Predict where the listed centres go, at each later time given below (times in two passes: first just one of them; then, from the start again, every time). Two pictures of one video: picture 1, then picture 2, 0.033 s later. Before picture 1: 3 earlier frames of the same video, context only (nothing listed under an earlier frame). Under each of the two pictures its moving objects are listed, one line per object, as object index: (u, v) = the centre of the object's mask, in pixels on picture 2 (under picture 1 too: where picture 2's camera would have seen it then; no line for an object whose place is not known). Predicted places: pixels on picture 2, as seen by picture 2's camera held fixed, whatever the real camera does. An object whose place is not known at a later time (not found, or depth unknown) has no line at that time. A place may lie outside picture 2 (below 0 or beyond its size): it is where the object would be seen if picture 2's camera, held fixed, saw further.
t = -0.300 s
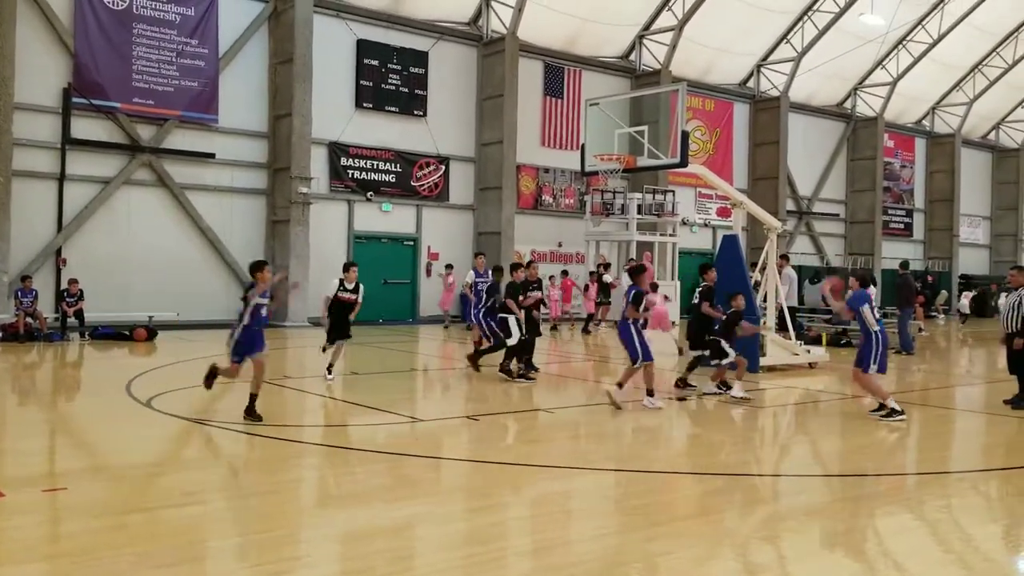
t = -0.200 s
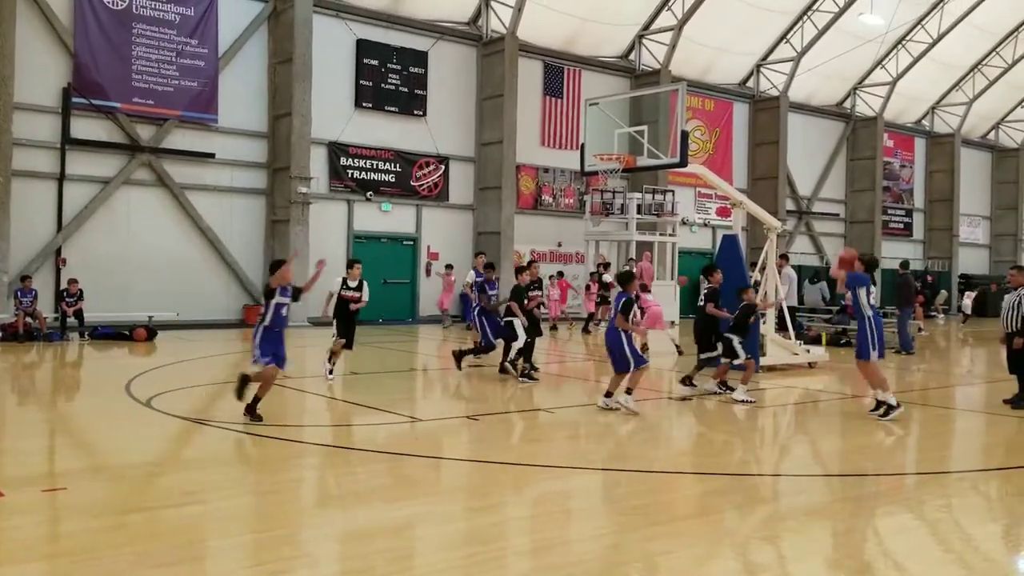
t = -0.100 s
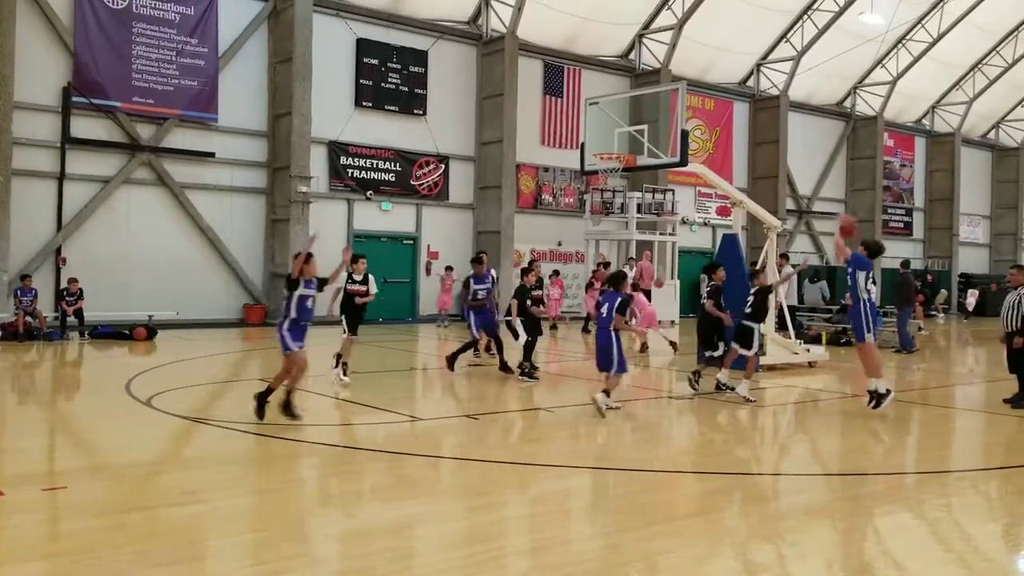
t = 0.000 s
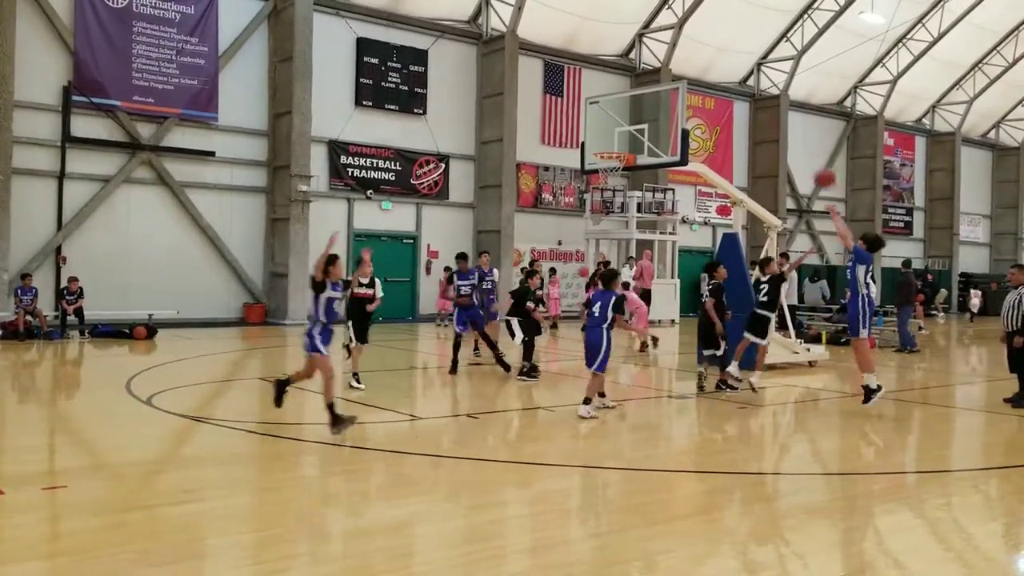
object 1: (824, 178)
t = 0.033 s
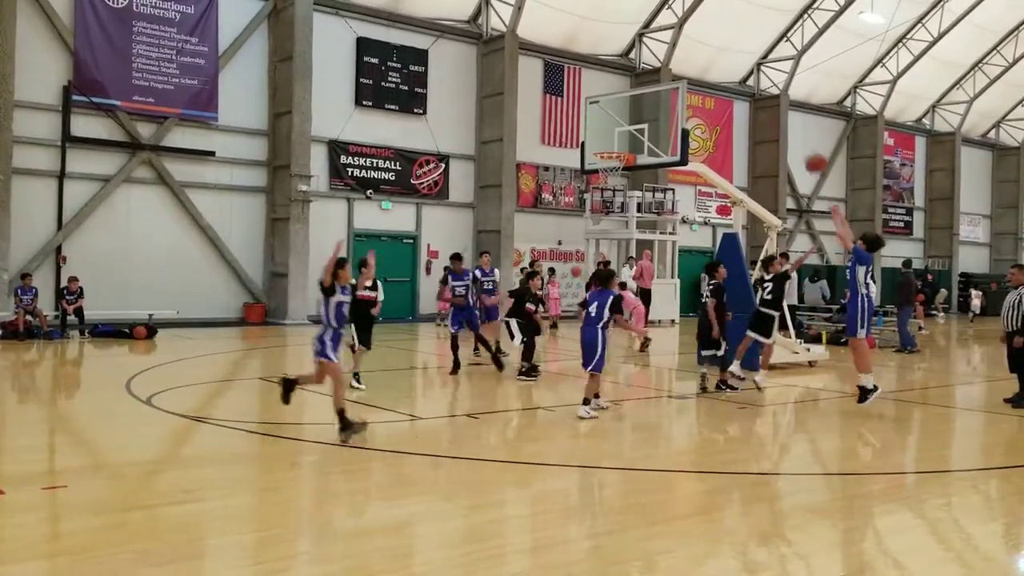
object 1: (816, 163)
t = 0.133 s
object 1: (791, 124)
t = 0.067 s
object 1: (807, 149)
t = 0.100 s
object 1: (799, 136)
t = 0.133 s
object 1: (791, 124)
